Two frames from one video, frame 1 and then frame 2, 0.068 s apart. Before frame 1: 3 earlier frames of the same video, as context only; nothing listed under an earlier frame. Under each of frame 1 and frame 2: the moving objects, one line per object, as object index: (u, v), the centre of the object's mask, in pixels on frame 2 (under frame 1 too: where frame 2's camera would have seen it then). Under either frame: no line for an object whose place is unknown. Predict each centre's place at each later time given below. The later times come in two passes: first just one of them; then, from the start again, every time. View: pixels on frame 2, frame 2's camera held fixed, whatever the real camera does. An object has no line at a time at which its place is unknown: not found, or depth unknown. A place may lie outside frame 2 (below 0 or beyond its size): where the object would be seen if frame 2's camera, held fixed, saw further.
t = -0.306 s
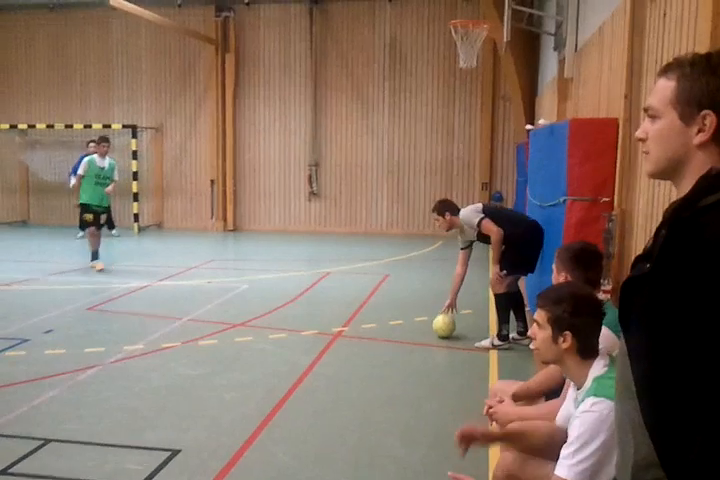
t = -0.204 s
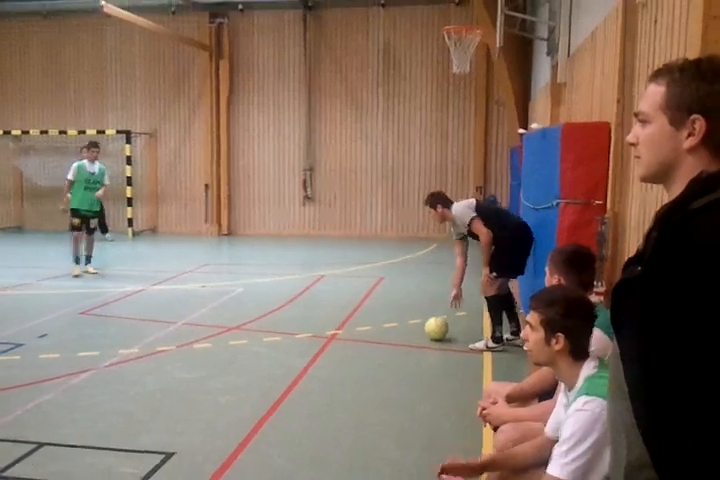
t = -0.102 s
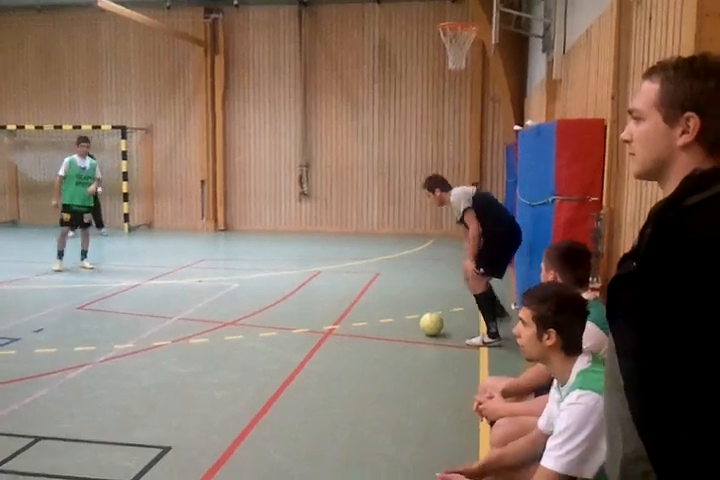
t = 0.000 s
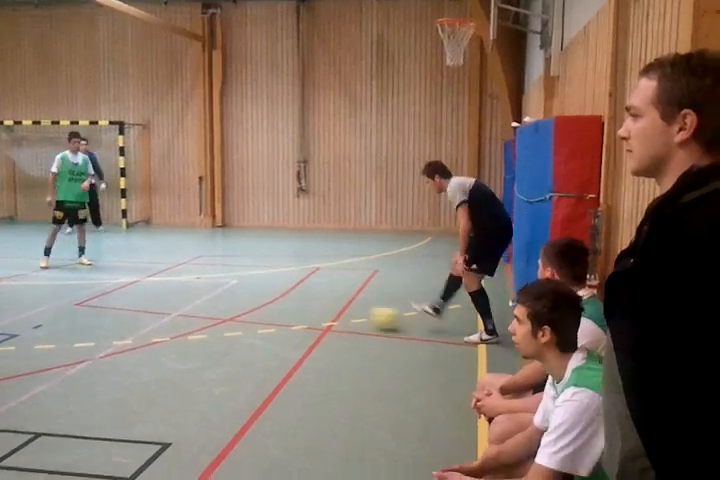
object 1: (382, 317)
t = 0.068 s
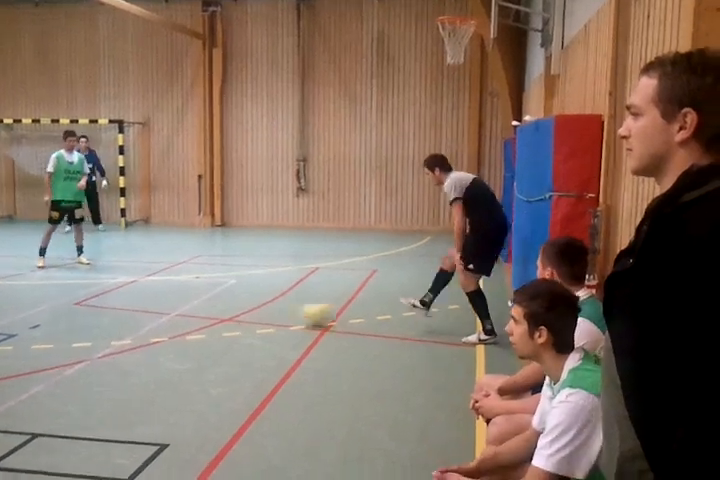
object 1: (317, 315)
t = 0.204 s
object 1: (195, 308)
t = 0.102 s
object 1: (285, 313)
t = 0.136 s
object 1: (253, 312)
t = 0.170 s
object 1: (224, 310)
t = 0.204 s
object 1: (195, 308)
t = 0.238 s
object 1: (167, 307)
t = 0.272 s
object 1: (139, 306)
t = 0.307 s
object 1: (116, 304)
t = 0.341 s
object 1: (92, 303)
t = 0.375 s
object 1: (69, 302)
